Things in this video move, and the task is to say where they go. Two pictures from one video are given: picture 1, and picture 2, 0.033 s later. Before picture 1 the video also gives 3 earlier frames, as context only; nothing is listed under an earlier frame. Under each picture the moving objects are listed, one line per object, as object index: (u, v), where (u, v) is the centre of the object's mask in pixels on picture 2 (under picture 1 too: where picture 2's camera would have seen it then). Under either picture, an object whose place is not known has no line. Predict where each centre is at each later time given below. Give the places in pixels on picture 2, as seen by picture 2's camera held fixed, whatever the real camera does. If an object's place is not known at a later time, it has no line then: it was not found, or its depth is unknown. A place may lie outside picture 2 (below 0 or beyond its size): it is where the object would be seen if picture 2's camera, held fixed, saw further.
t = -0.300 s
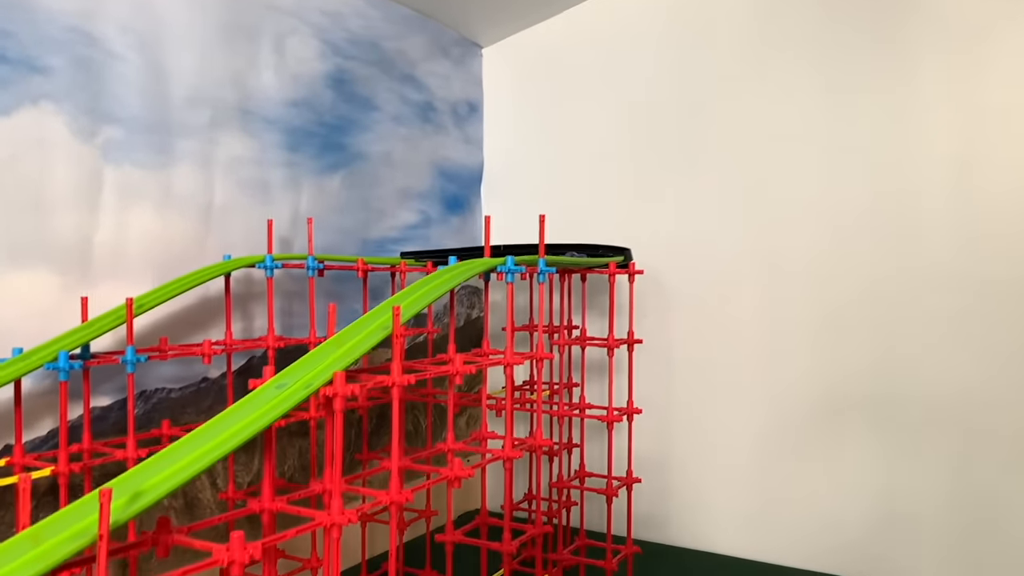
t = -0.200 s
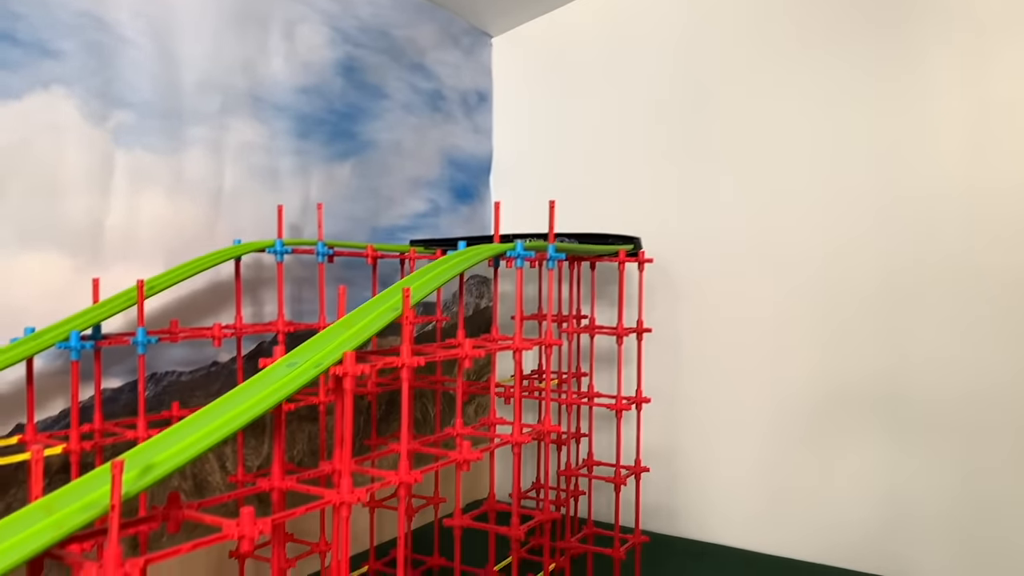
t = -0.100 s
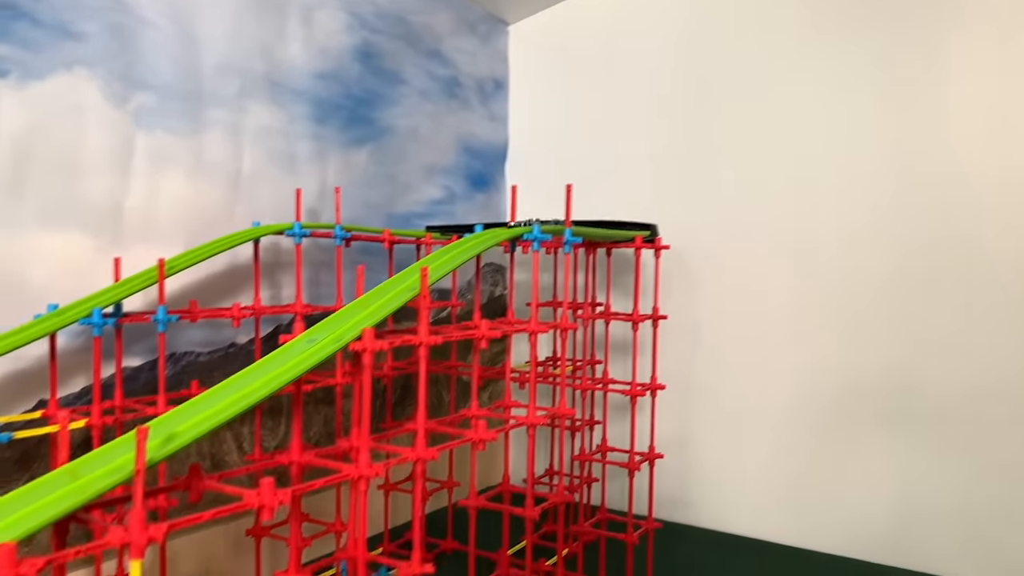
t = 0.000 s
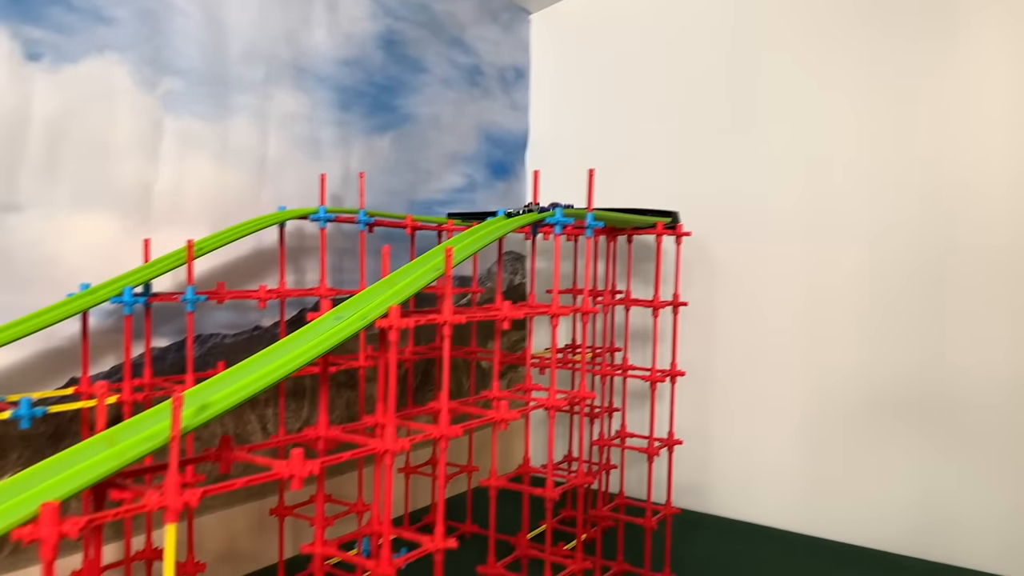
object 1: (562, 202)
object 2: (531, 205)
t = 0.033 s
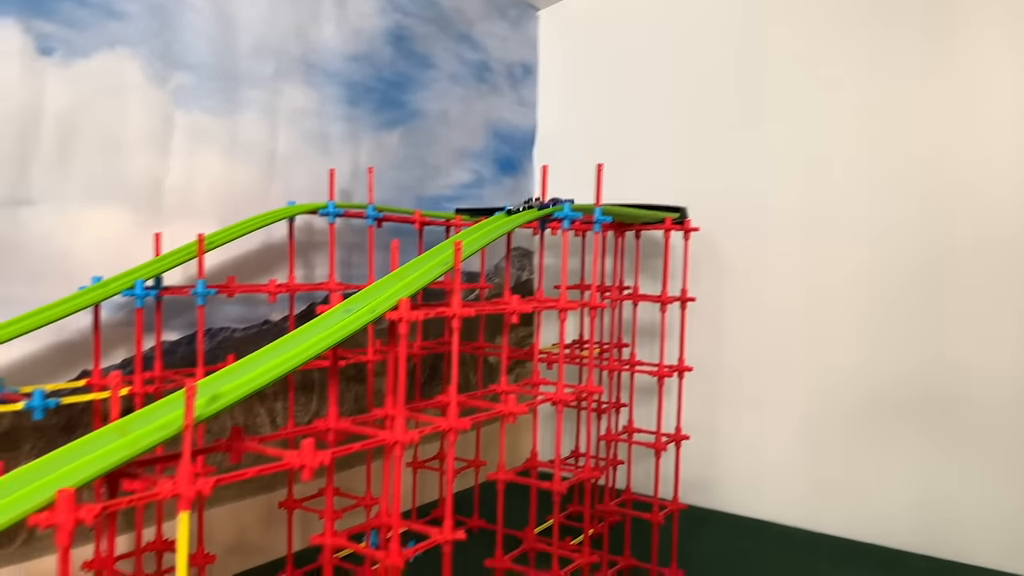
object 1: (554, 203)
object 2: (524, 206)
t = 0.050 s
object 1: (549, 203)
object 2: (519, 207)
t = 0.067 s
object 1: (545, 204)
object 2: (514, 208)
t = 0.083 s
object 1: (542, 205)
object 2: (510, 209)
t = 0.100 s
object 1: (537, 207)
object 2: (505, 211)
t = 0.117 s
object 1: (532, 208)
